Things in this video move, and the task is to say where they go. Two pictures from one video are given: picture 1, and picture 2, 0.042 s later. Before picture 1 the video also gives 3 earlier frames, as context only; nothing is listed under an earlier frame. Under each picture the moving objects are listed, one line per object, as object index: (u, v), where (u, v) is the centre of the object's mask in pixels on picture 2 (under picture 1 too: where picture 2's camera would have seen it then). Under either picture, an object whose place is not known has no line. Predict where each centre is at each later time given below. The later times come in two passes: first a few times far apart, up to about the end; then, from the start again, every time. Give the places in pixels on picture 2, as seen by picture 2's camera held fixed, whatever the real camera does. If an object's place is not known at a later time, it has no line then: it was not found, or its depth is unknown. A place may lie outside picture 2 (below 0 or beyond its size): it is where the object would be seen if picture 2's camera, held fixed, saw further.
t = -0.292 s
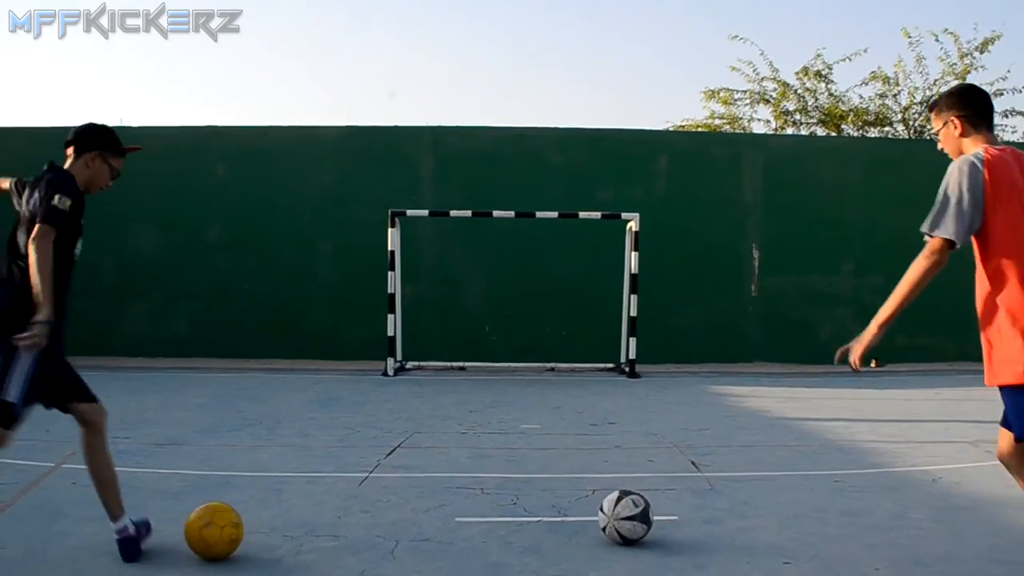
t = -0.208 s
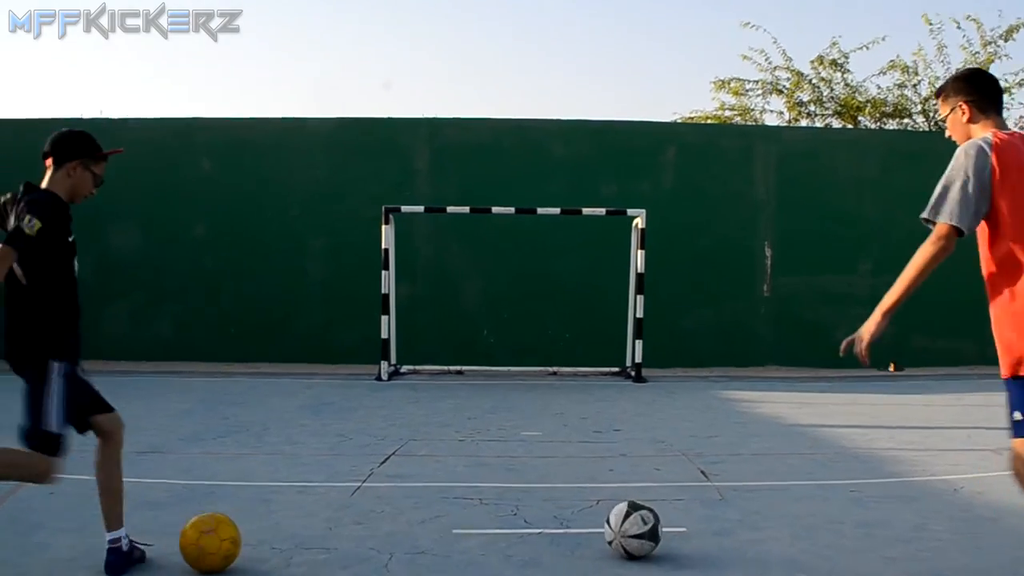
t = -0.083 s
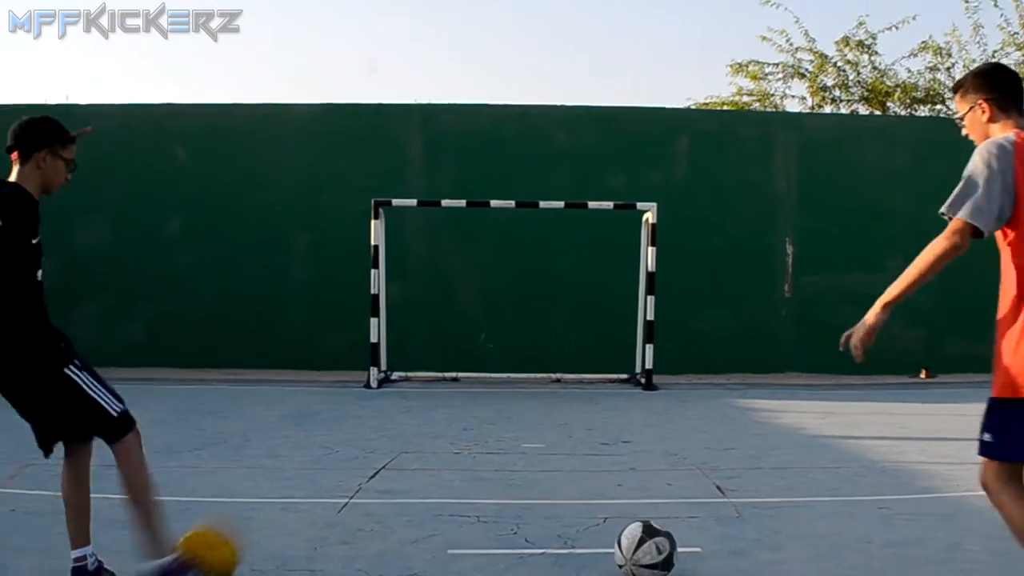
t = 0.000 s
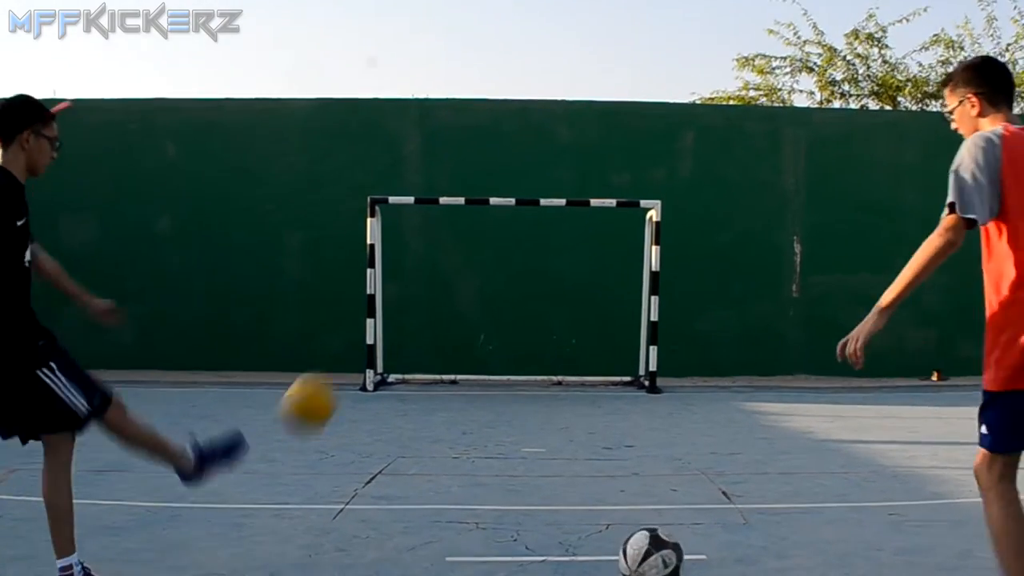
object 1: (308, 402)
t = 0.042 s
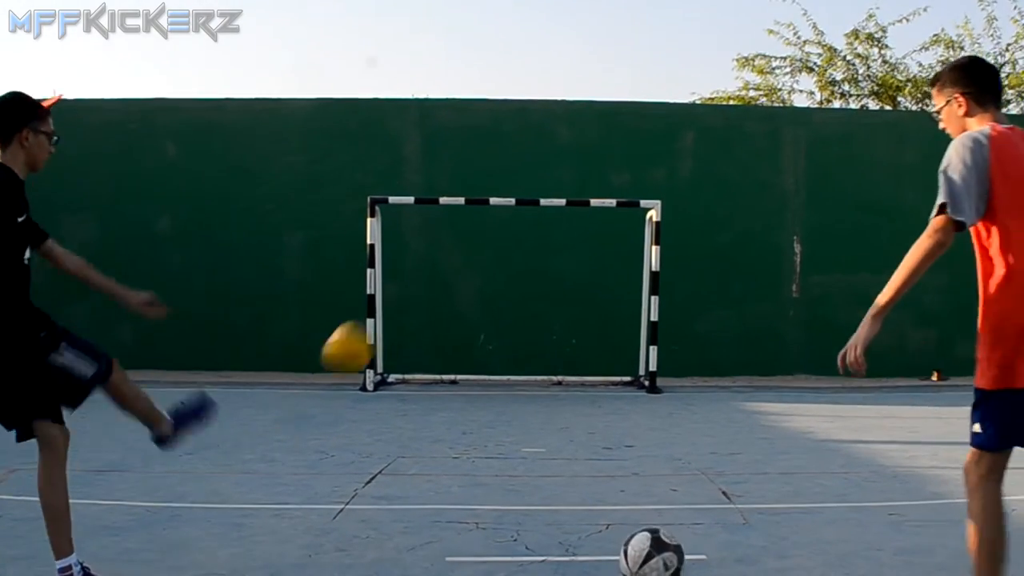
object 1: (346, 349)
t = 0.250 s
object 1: (458, 217)
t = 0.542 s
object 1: (514, 187)
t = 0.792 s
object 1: (528, 163)
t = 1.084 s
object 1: (585, 180)
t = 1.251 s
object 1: (627, 232)
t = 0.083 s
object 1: (380, 306)
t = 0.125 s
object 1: (405, 275)
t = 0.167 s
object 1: (427, 250)
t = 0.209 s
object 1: (444, 230)
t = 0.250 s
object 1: (458, 217)
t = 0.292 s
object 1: (471, 205)
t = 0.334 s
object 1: (481, 197)
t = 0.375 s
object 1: (490, 191)
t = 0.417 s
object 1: (498, 188)
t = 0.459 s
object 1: (504, 187)
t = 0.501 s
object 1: (510, 186)
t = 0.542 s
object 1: (514, 187)
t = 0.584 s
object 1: (518, 184)
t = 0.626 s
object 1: (521, 176)
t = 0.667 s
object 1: (523, 170)
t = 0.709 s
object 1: (525, 166)
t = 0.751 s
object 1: (527, 163)
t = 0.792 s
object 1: (528, 163)
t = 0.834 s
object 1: (534, 161)
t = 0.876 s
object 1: (542, 161)
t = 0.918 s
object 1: (550, 161)
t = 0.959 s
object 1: (558, 164)
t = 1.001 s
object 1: (566, 167)
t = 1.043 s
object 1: (575, 173)
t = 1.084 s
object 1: (585, 180)
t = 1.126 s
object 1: (594, 189)
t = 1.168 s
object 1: (604, 201)
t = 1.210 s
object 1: (616, 216)
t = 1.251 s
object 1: (627, 232)
